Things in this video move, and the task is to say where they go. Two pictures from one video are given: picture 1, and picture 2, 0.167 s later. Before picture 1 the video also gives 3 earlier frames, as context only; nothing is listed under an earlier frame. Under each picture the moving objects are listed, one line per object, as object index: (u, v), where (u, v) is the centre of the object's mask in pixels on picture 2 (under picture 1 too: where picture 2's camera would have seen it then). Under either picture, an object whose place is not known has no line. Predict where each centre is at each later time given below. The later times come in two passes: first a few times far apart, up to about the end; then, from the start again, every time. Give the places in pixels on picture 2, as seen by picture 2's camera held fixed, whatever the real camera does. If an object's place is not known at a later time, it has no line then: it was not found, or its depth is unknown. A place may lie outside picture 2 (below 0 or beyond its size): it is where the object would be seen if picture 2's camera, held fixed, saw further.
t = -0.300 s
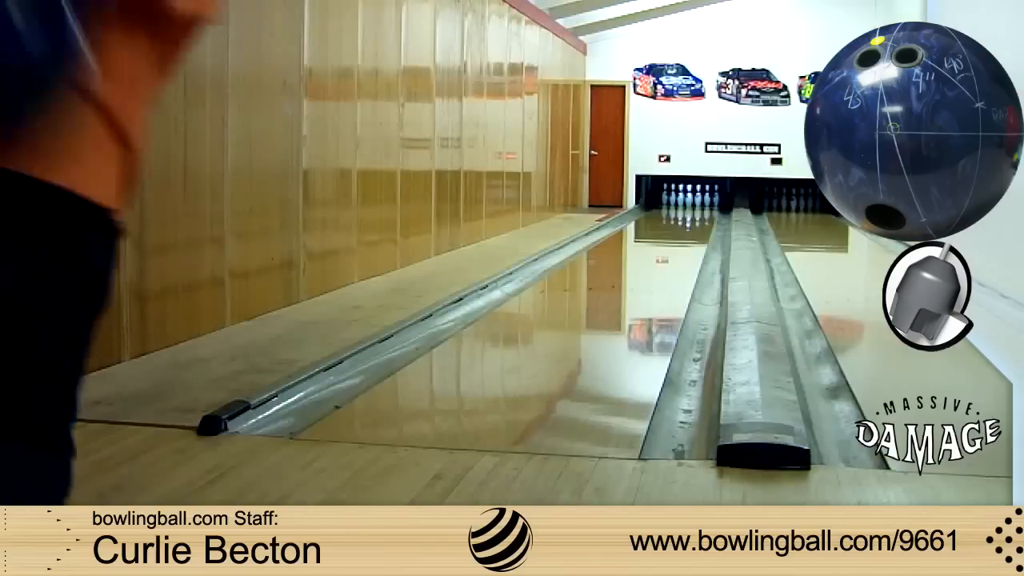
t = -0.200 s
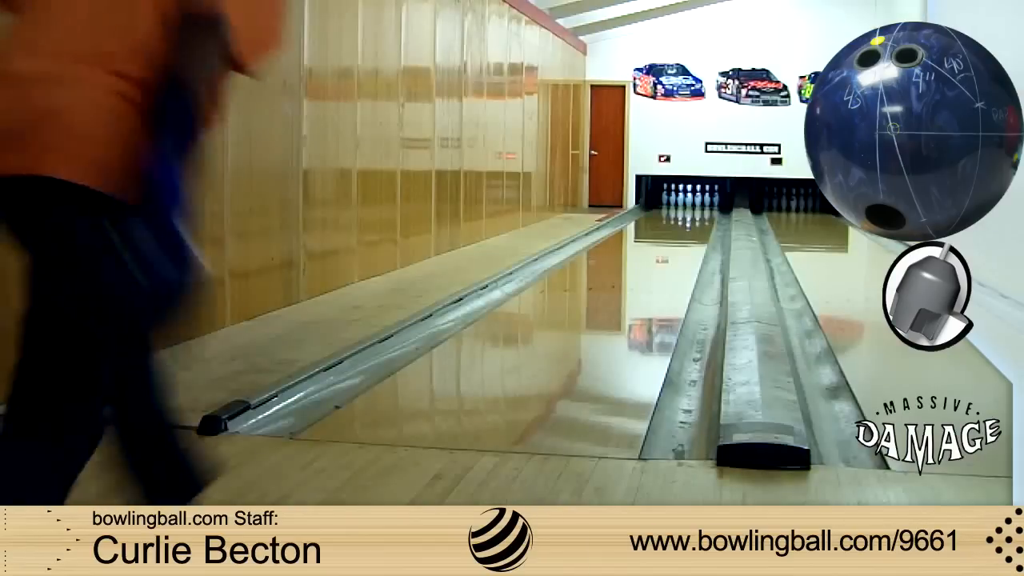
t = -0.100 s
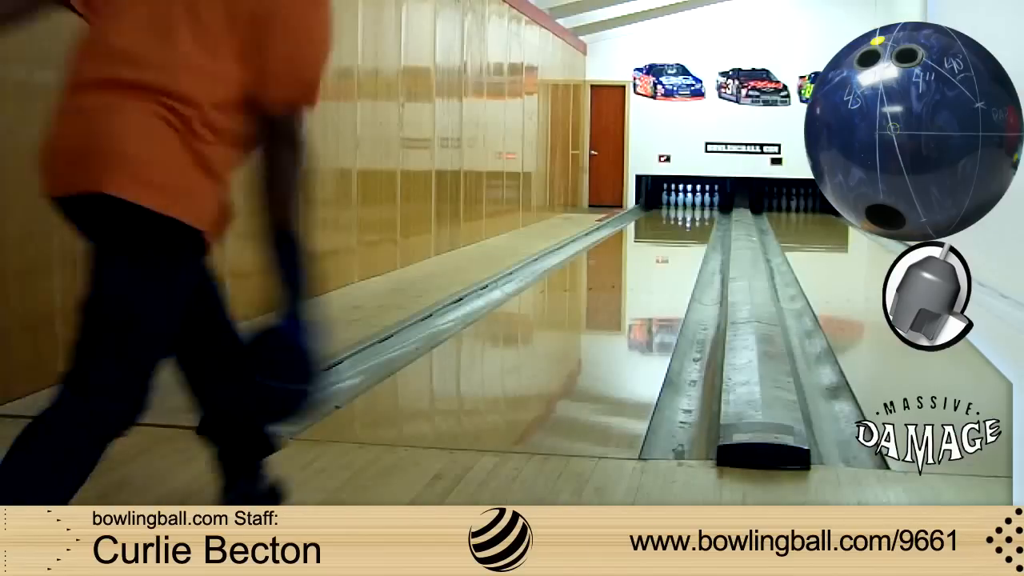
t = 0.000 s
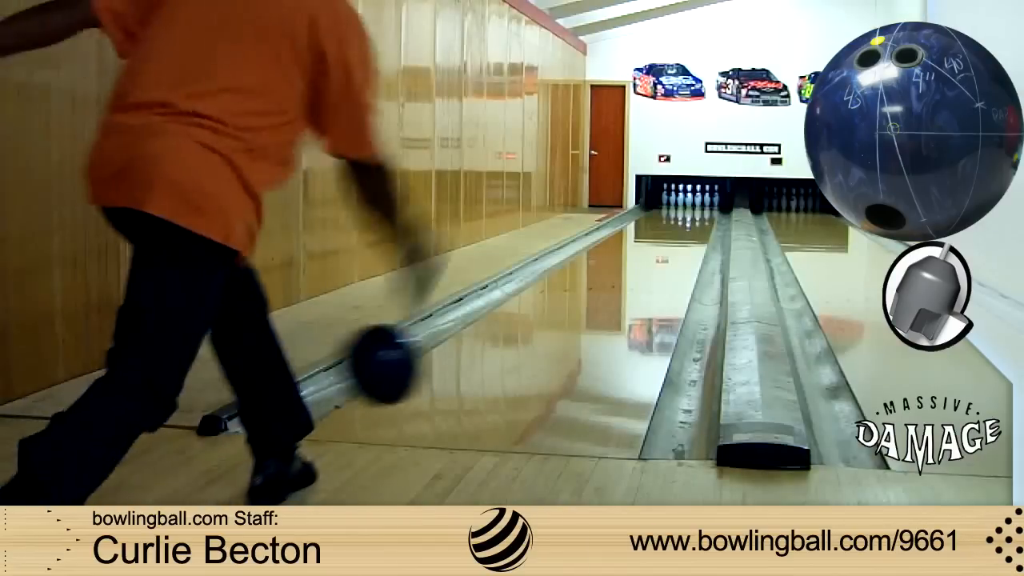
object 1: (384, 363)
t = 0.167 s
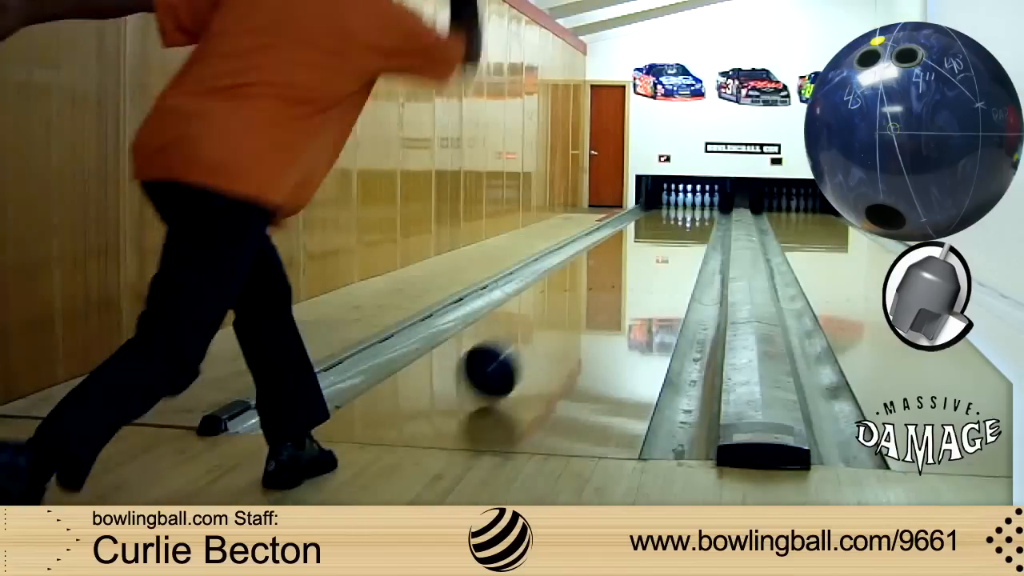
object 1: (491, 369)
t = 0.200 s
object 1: (505, 357)
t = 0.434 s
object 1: (577, 310)
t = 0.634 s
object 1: (614, 283)
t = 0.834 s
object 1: (639, 263)
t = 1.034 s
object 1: (657, 249)
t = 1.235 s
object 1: (670, 239)
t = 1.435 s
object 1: (680, 230)
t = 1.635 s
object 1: (687, 224)
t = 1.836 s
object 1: (692, 219)
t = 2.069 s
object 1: (697, 213)
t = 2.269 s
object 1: (699, 209)
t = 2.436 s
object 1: (698, 207)
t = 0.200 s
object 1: (505, 357)
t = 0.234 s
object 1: (518, 348)
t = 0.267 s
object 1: (529, 344)
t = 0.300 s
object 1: (541, 336)
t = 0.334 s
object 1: (551, 329)
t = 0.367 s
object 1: (560, 322)
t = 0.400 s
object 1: (569, 315)
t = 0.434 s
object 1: (577, 310)
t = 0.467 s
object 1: (584, 305)
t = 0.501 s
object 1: (591, 300)
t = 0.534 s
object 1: (597, 295)
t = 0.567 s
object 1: (603, 291)
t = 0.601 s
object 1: (609, 287)
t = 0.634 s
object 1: (614, 283)
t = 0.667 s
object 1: (619, 279)
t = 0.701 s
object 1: (623, 275)
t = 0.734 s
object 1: (627, 272)
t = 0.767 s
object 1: (632, 269)
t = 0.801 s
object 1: (636, 266)
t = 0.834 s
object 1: (639, 263)
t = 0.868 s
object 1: (643, 260)
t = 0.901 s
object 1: (646, 258)
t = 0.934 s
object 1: (649, 255)
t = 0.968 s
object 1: (652, 254)
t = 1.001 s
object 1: (655, 251)
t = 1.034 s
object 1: (657, 249)
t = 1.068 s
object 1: (660, 247)
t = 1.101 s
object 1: (662, 245)
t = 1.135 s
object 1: (664, 244)
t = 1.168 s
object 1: (667, 242)
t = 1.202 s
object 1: (668, 240)
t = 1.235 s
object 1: (670, 239)
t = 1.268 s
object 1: (672, 237)
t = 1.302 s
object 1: (674, 236)
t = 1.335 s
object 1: (675, 234)
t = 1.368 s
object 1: (677, 233)
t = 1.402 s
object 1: (679, 232)
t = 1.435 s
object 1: (680, 230)
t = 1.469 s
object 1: (681, 229)
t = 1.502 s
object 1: (683, 228)
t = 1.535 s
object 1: (684, 227)
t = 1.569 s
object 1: (685, 226)
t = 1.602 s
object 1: (686, 225)
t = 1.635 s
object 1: (687, 224)
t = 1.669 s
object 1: (688, 223)
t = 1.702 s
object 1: (689, 222)
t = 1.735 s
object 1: (690, 222)
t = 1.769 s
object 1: (691, 220)
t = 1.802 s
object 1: (692, 220)
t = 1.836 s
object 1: (692, 219)
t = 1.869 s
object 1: (693, 218)
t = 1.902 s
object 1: (694, 217)
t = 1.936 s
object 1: (694, 216)
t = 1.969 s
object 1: (695, 215)
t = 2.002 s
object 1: (696, 214)
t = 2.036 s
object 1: (696, 214)
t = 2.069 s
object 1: (697, 213)
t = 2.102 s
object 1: (697, 212)
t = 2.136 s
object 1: (698, 212)
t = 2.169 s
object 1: (698, 211)
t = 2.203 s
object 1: (698, 210)
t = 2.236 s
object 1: (699, 210)
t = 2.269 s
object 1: (699, 209)
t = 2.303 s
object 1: (698, 208)
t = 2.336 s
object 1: (699, 208)
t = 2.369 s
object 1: (699, 208)
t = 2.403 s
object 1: (698, 207)
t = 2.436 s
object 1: (698, 207)
